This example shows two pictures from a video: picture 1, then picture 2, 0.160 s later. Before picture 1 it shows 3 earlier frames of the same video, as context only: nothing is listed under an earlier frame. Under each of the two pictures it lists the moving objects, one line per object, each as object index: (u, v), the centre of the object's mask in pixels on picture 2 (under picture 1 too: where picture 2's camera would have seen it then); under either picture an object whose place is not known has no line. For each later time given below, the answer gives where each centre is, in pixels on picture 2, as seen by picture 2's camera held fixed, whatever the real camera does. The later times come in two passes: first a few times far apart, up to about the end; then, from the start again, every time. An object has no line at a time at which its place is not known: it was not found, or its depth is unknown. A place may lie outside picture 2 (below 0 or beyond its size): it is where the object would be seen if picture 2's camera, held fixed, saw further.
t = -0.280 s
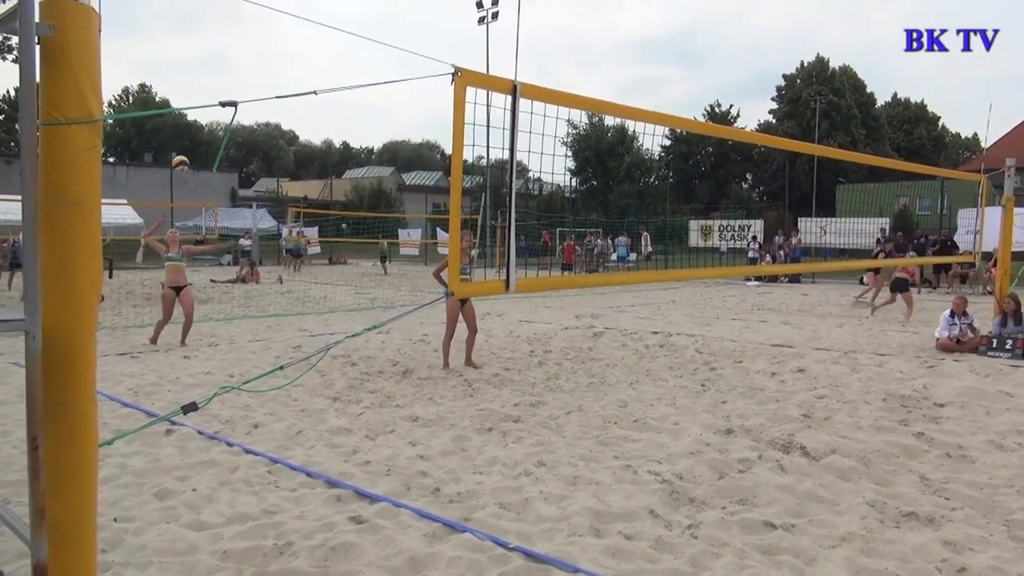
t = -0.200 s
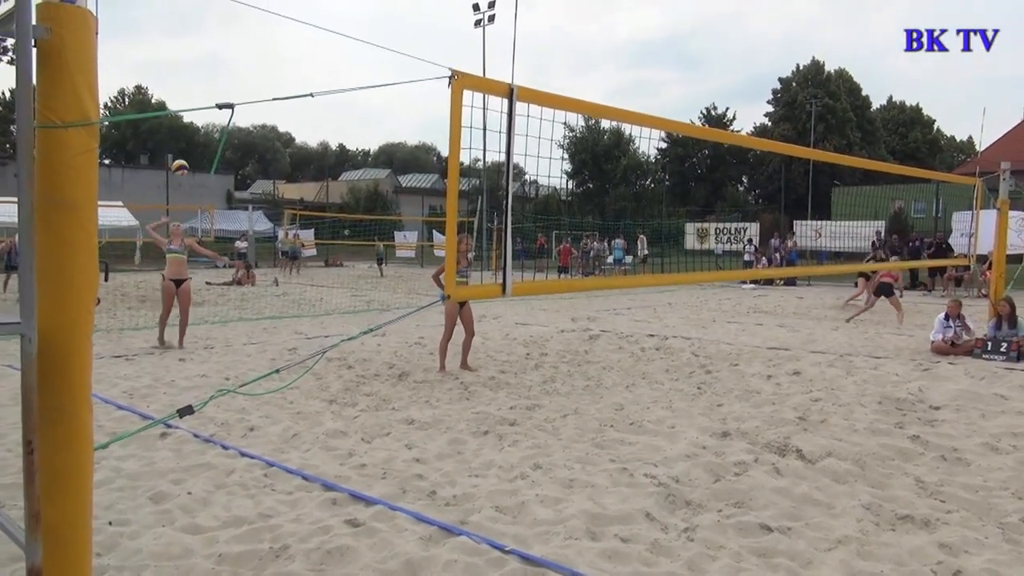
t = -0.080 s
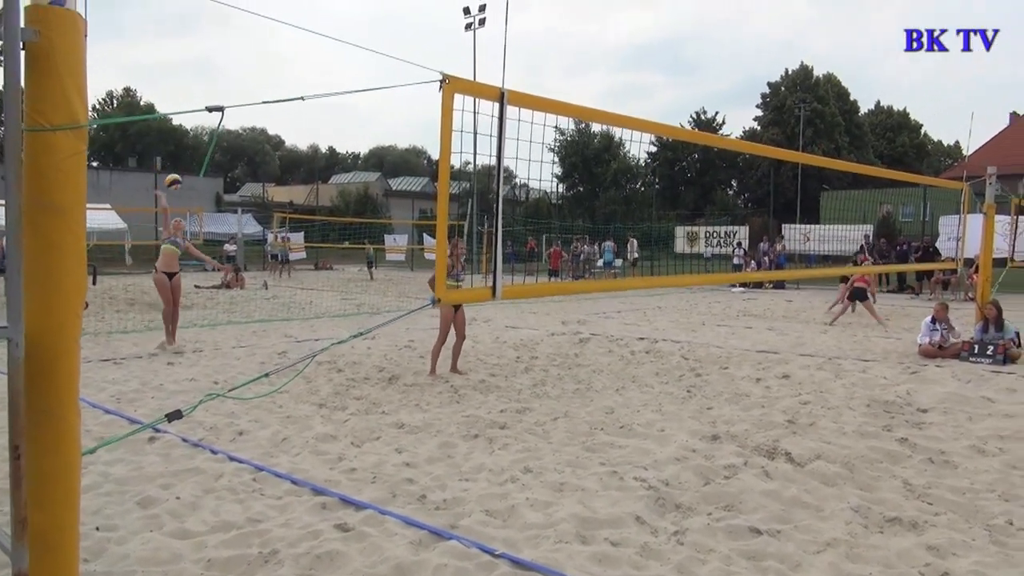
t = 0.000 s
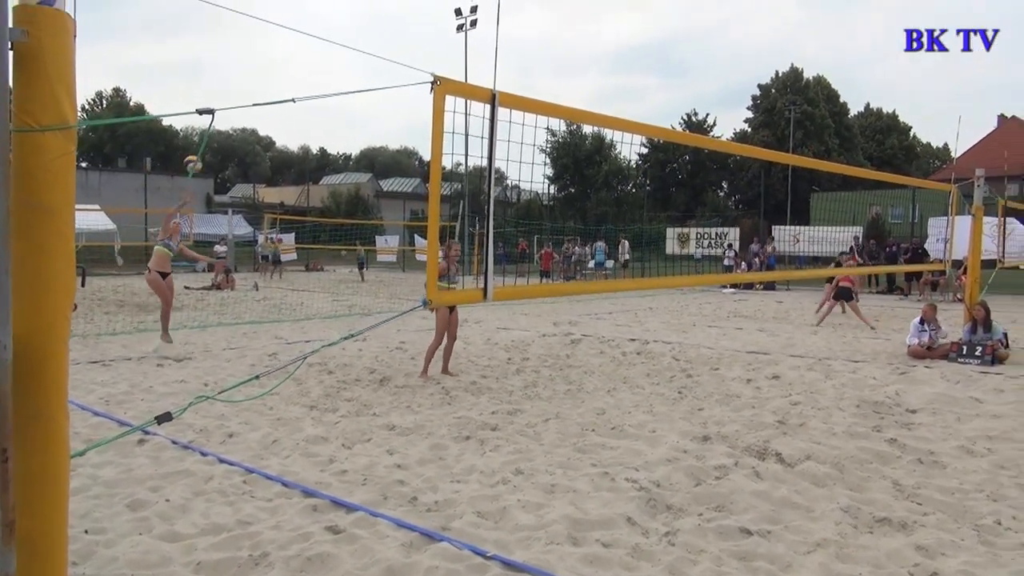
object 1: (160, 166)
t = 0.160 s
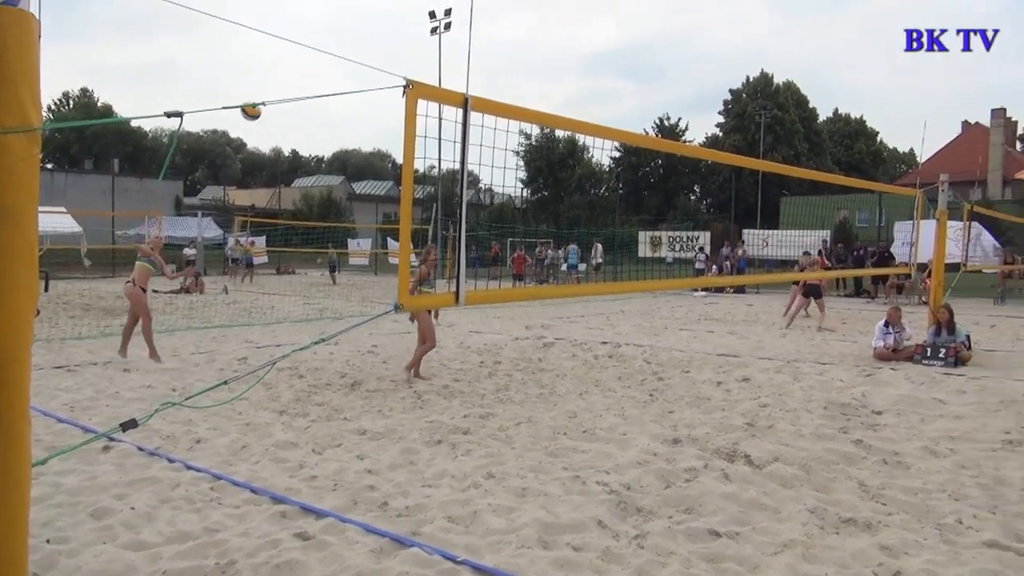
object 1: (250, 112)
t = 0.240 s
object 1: (305, 86)
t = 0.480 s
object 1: (522, 24)
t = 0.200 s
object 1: (277, 98)
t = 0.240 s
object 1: (305, 86)
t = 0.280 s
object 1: (335, 74)
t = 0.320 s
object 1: (367, 62)
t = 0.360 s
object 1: (398, 52)
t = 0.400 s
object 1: (437, 42)
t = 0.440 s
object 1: (481, 32)
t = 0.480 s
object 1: (522, 24)
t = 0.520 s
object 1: (573, 15)
